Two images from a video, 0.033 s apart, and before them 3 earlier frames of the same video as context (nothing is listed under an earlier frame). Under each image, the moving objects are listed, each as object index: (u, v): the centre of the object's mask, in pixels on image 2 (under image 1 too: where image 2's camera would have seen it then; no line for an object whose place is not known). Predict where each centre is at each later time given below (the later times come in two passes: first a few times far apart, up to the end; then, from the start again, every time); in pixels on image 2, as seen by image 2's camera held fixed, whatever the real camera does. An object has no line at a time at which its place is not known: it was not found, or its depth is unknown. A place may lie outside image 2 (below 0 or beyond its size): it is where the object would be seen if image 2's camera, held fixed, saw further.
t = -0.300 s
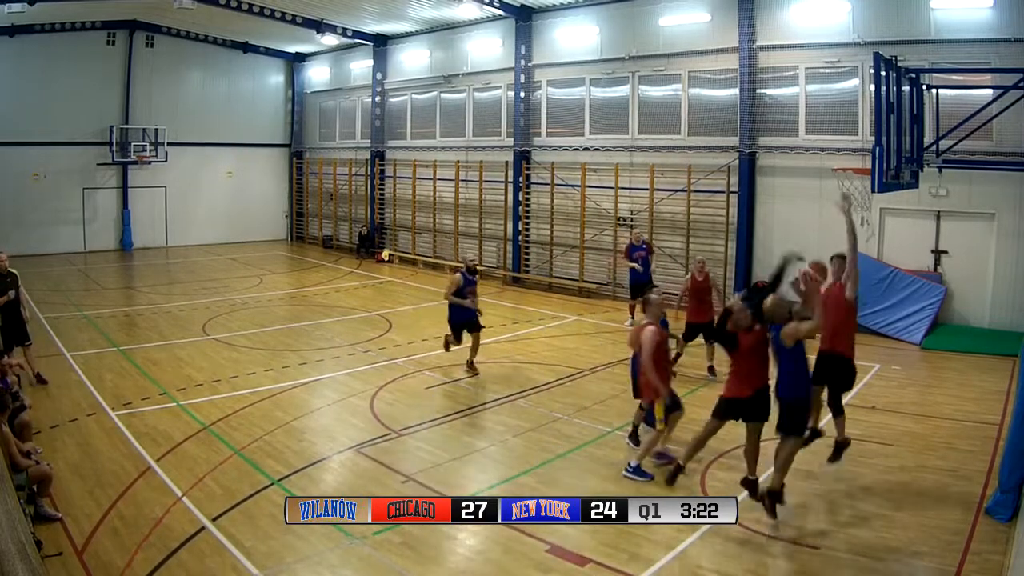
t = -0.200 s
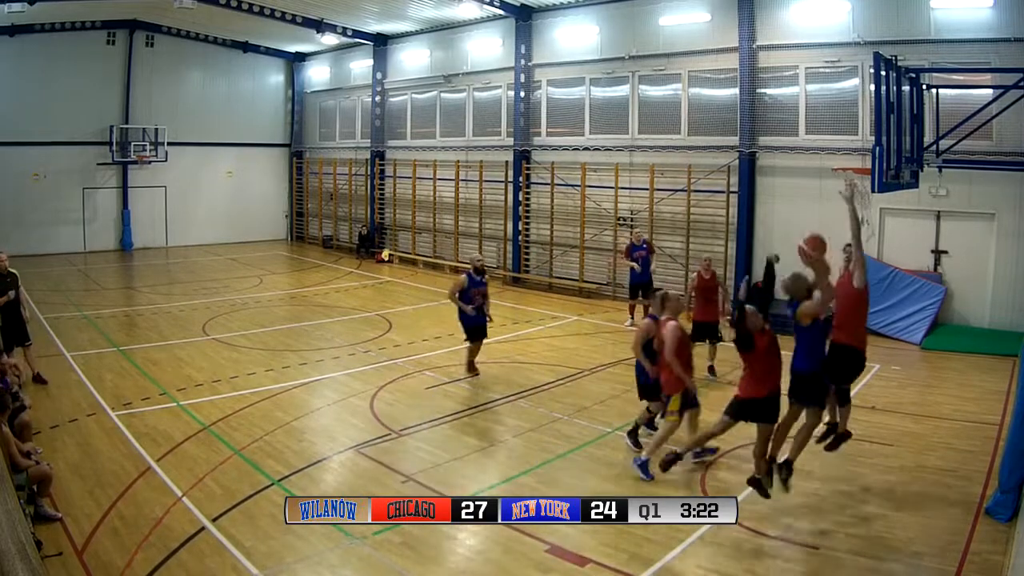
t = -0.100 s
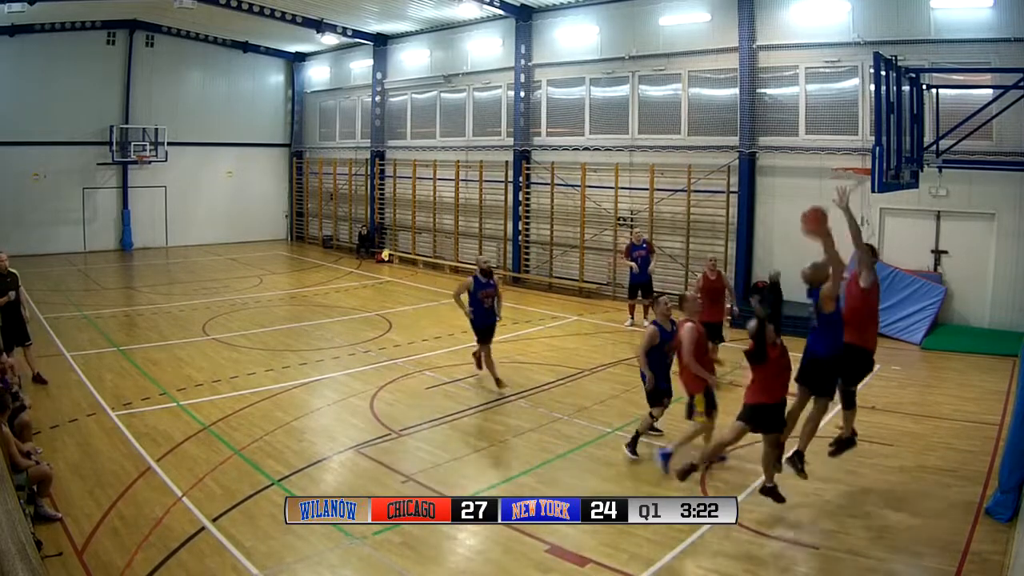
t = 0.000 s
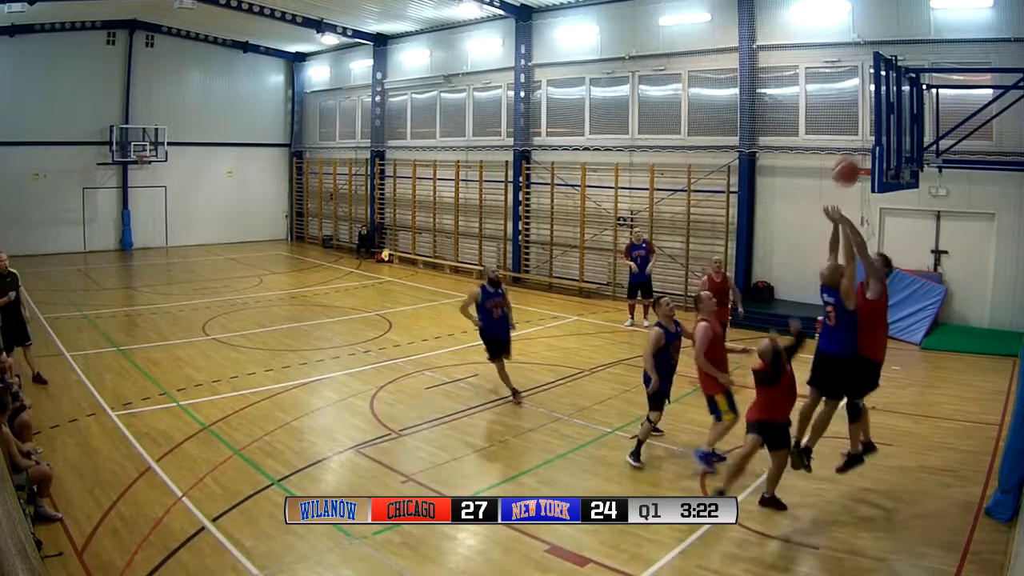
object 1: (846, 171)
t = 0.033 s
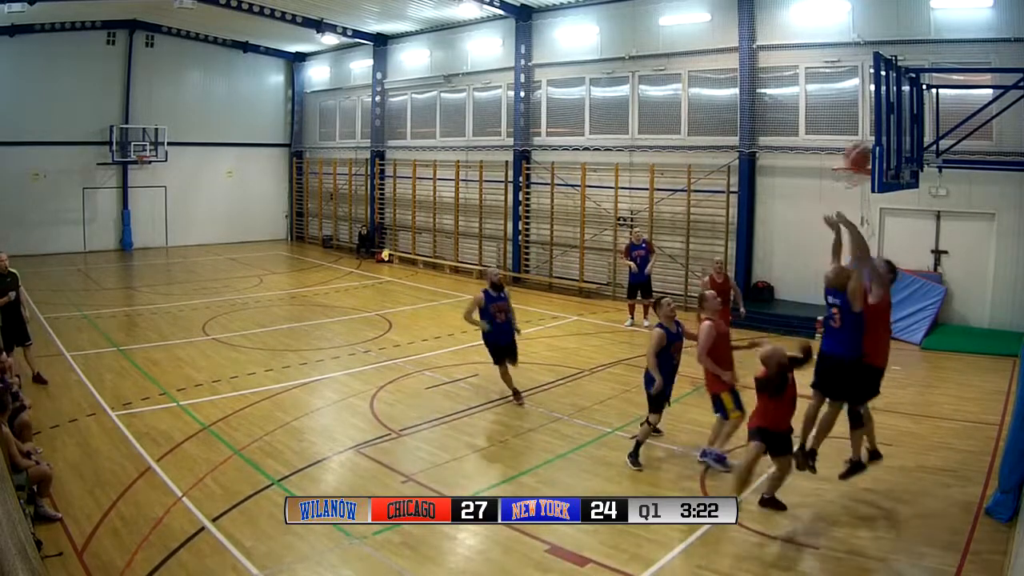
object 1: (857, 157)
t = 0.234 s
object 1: (861, 130)
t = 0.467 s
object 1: (847, 158)
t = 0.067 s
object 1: (865, 145)
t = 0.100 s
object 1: (866, 138)
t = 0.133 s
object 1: (865, 134)
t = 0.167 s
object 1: (864, 131)
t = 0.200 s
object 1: (863, 130)
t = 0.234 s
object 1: (861, 130)
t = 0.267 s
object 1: (858, 131)
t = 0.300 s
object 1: (856, 134)
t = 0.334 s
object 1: (854, 138)
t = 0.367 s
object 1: (852, 142)
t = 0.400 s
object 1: (849, 149)
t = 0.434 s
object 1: (847, 155)
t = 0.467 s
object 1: (847, 158)
